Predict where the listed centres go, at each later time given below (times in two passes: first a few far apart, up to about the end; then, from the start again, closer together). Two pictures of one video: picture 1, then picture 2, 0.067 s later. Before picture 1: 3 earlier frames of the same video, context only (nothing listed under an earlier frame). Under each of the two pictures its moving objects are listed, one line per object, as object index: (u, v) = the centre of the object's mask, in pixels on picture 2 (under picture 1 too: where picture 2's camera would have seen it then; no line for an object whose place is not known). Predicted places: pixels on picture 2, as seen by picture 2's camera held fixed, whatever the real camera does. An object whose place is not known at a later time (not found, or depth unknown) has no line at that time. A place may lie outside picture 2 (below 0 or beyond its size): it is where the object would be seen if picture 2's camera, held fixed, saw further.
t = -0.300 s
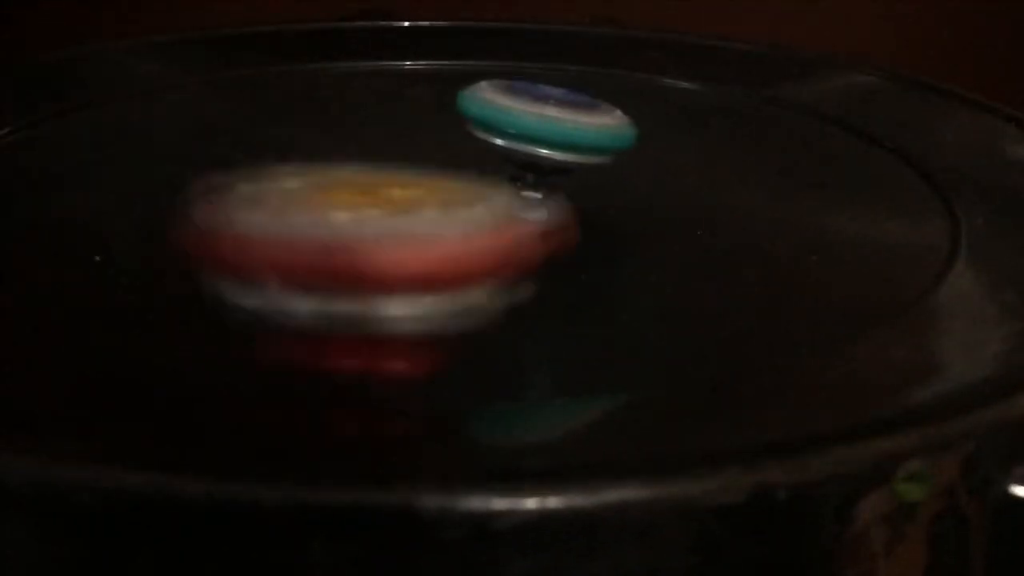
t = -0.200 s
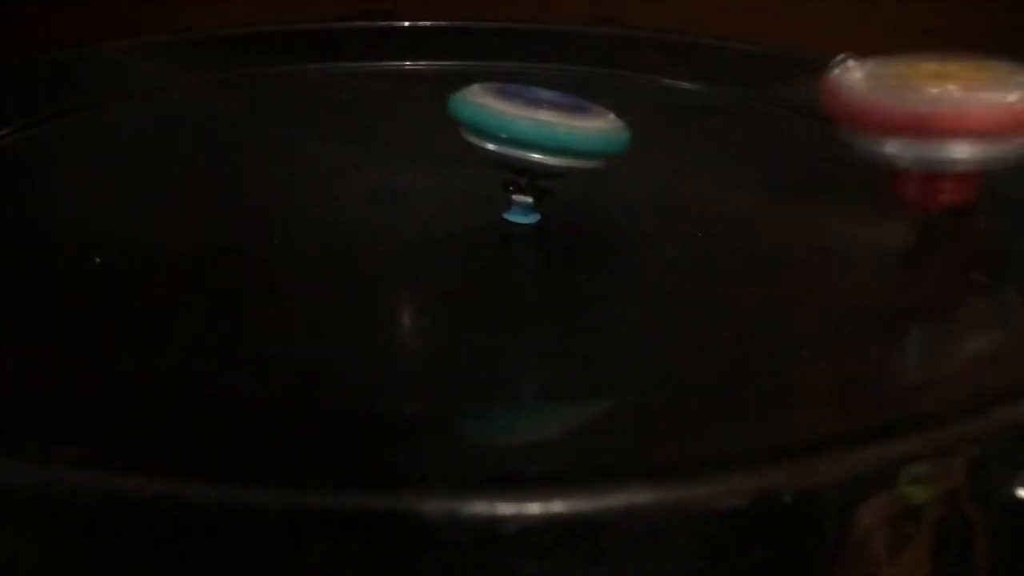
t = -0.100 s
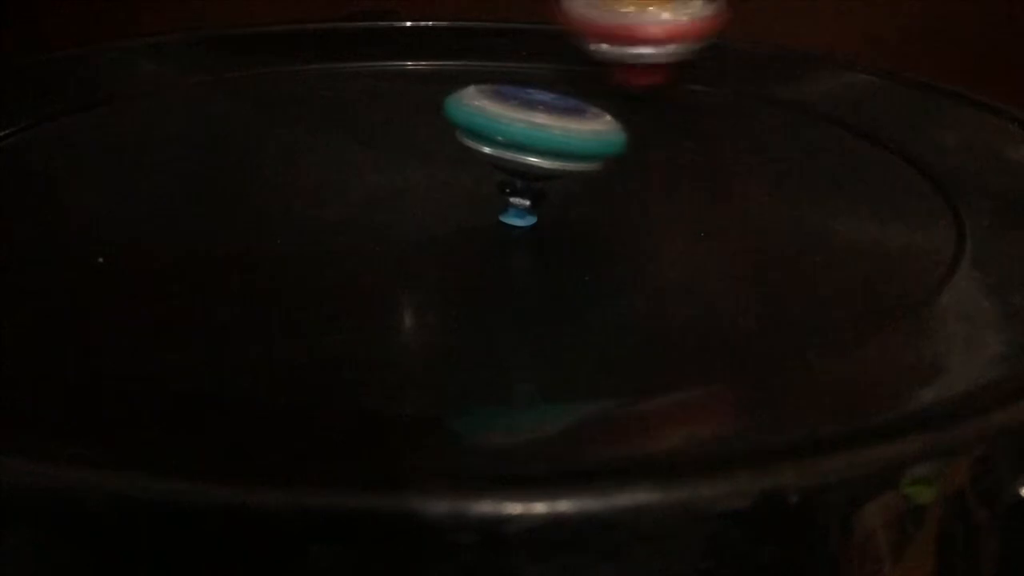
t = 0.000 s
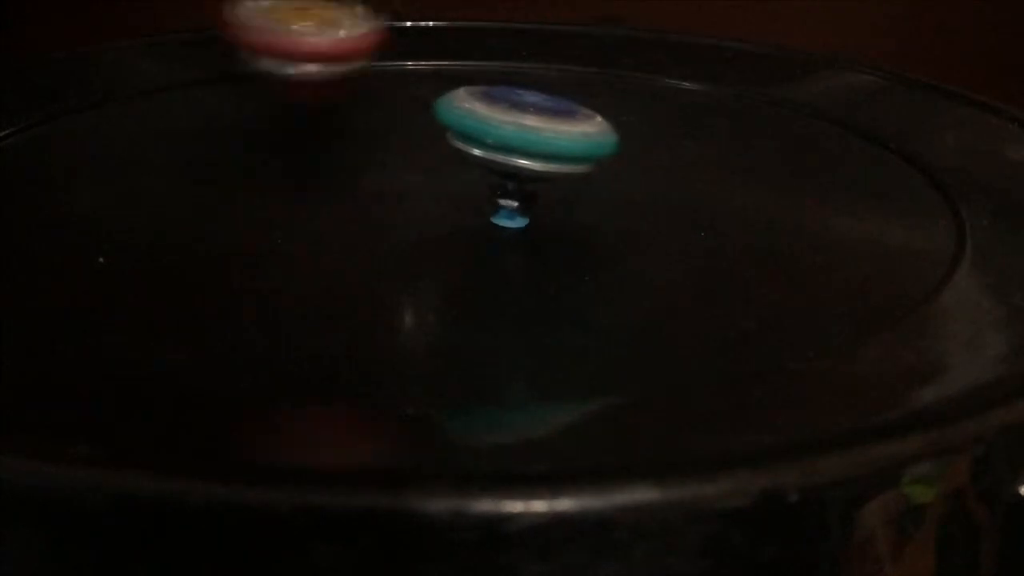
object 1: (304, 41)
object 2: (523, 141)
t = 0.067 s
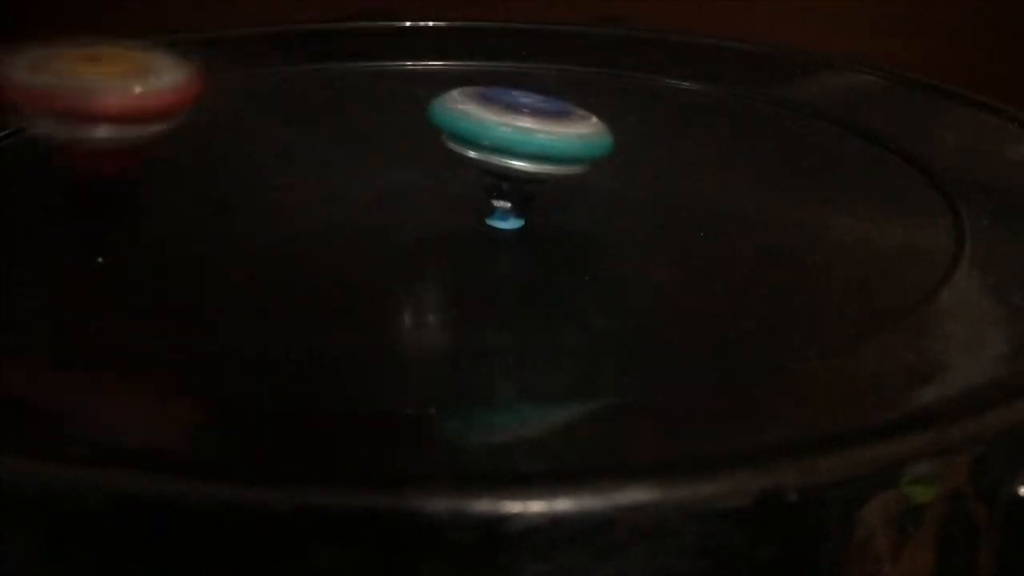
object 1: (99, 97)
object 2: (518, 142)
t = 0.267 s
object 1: (775, 175)
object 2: (504, 144)
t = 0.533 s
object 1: (106, 112)
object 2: (496, 147)
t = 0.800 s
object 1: (675, 168)
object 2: (472, 141)
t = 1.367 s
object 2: (258, 115)
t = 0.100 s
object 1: (79, 141)
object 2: (515, 143)
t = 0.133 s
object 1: (105, 180)
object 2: (514, 143)
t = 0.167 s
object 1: (225, 219)
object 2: (511, 144)
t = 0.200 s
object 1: (441, 240)
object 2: (511, 131)
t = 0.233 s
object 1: (655, 222)
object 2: (501, 140)
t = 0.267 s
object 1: (775, 175)
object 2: (504, 144)
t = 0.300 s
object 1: (797, 126)
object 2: (503, 144)
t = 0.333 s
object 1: (740, 85)
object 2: (502, 145)
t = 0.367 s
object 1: (640, 61)
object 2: (502, 145)
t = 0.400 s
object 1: (521, 46)
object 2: (501, 145)
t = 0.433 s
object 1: (393, 47)
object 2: (500, 146)
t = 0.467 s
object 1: (272, 58)
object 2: (499, 146)
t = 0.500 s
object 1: (171, 80)
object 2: (498, 146)
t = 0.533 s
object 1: (106, 112)
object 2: (496, 147)
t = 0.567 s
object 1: (93, 152)
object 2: (494, 147)
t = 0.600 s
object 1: (126, 188)
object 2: (492, 147)
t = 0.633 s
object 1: (226, 220)
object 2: (492, 148)
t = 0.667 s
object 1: (362, 236)
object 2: (493, 136)
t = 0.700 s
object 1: (493, 234)
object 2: (489, 131)
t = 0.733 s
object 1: (589, 218)
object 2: (482, 130)
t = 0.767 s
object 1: (638, 193)
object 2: (478, 147)
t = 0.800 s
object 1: (675, 168)
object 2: (472, 141)
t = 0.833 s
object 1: (741, 161)
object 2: (447, 134)
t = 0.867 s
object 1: (774, 143)
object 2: (445, 135)
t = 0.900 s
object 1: (770, 129)
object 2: (447, 135)
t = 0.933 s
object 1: (736, 125)
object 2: (446, 135)
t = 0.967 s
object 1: (687, 128)
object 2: (444, 136)
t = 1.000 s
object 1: (661, 132)
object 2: (418, 138)
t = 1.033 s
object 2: (293, 116)
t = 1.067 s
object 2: (241, 112)
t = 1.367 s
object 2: (258, 115)
